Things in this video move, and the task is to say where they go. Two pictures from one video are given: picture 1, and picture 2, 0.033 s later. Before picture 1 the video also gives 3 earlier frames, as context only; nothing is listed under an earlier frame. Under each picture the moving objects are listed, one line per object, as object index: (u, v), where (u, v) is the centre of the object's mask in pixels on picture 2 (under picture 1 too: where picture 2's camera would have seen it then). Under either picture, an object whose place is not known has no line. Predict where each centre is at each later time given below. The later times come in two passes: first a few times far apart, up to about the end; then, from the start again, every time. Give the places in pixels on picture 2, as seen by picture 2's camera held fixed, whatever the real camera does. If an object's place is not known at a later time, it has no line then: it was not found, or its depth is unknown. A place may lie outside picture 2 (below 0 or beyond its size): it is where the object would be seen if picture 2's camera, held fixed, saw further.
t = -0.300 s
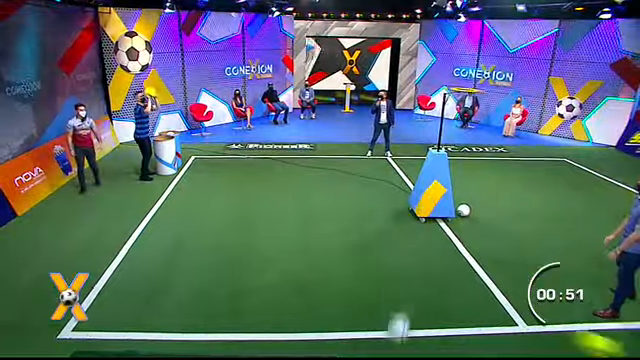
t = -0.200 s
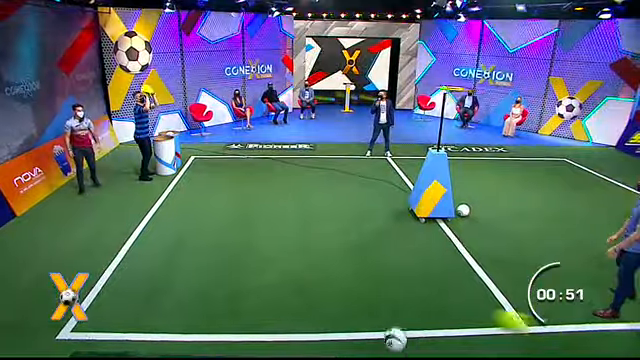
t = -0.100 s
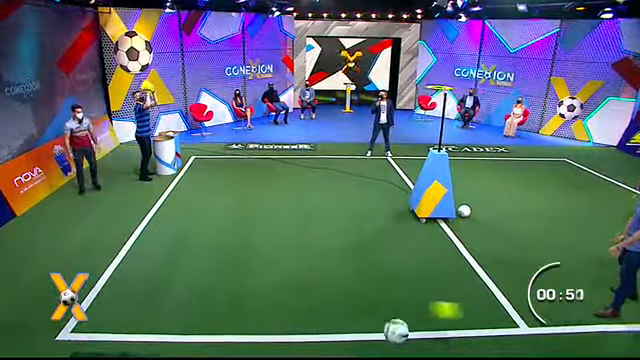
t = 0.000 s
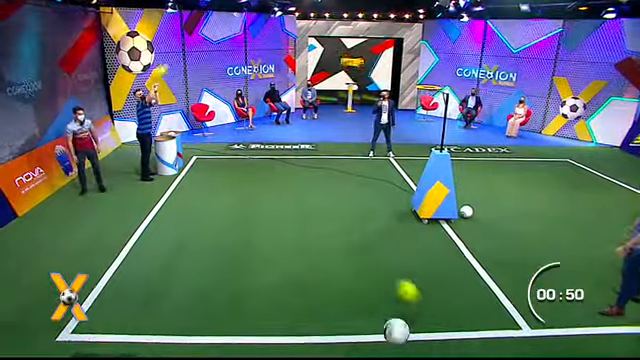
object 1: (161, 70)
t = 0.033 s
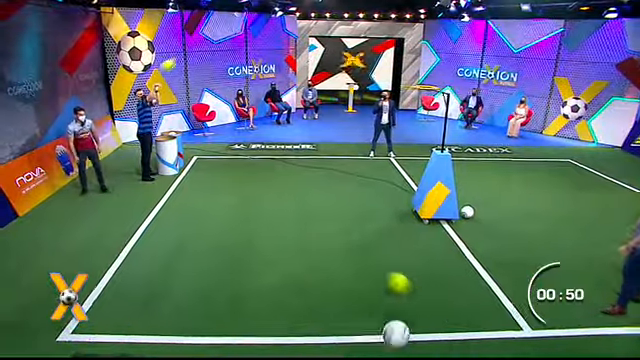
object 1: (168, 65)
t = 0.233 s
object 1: (219, 39)
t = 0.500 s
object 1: (299, 41)
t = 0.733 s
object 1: (374, 80)
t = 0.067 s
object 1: (176, 59)
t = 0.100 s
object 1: (185, 54)
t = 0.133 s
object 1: (193, 49)
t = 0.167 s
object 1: (202, 46)
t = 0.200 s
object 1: (211, 42)
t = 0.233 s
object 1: (219, 39)
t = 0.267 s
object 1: (228, 37)
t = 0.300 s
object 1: (238, 35)
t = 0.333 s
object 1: (248, 34)
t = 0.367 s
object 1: (259, 34)
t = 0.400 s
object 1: (268, 34)
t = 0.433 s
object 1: (277, 35)
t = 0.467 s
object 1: (288, 38)
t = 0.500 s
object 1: (299, 41)
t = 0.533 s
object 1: (308, 42)
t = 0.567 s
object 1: (322, 48)
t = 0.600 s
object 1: (333, 53)
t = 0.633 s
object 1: (345, 58)
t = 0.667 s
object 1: (354, 64)
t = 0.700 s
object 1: (363, 71)
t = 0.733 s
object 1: (374, 80)
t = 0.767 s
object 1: (387, 89)
